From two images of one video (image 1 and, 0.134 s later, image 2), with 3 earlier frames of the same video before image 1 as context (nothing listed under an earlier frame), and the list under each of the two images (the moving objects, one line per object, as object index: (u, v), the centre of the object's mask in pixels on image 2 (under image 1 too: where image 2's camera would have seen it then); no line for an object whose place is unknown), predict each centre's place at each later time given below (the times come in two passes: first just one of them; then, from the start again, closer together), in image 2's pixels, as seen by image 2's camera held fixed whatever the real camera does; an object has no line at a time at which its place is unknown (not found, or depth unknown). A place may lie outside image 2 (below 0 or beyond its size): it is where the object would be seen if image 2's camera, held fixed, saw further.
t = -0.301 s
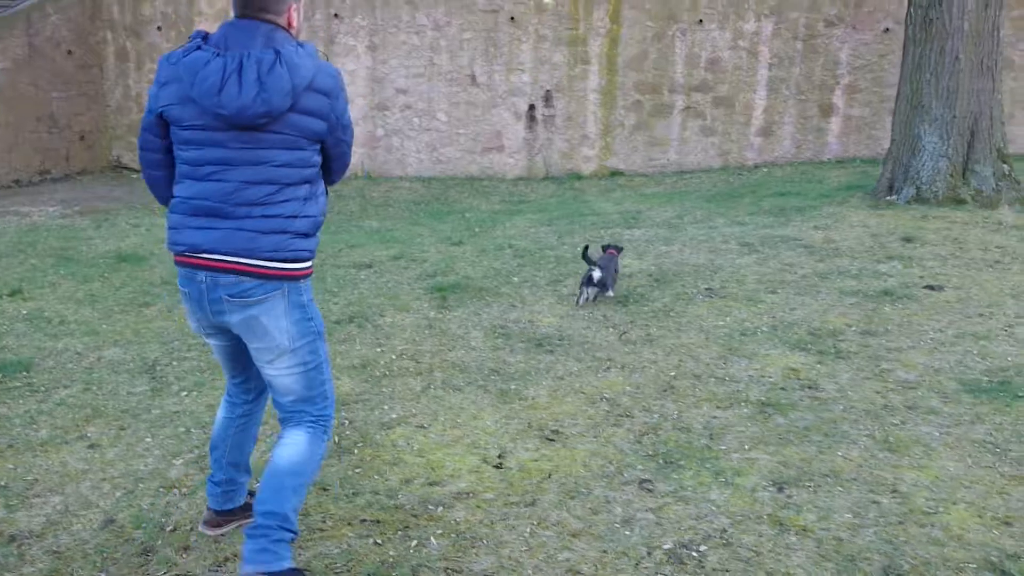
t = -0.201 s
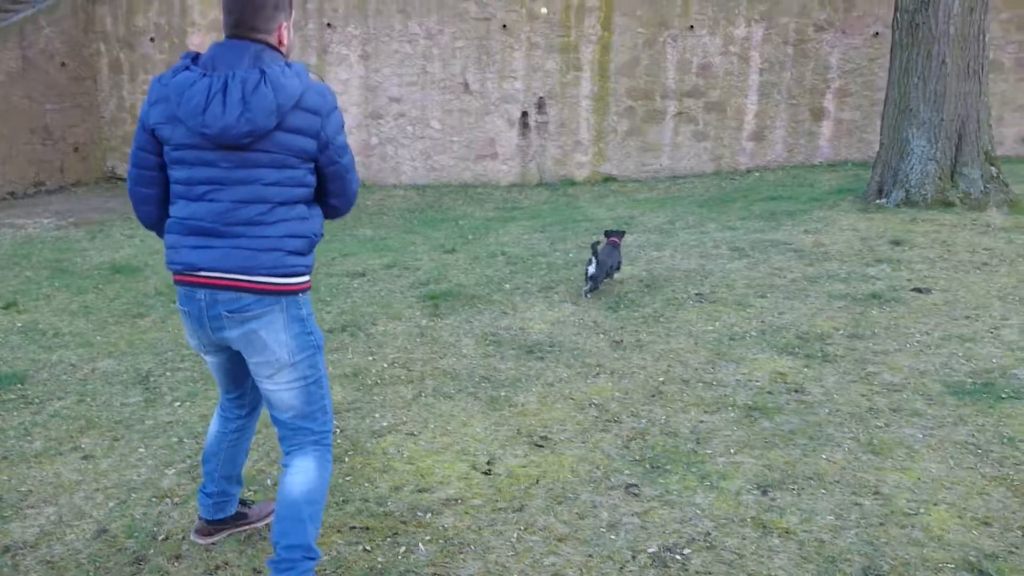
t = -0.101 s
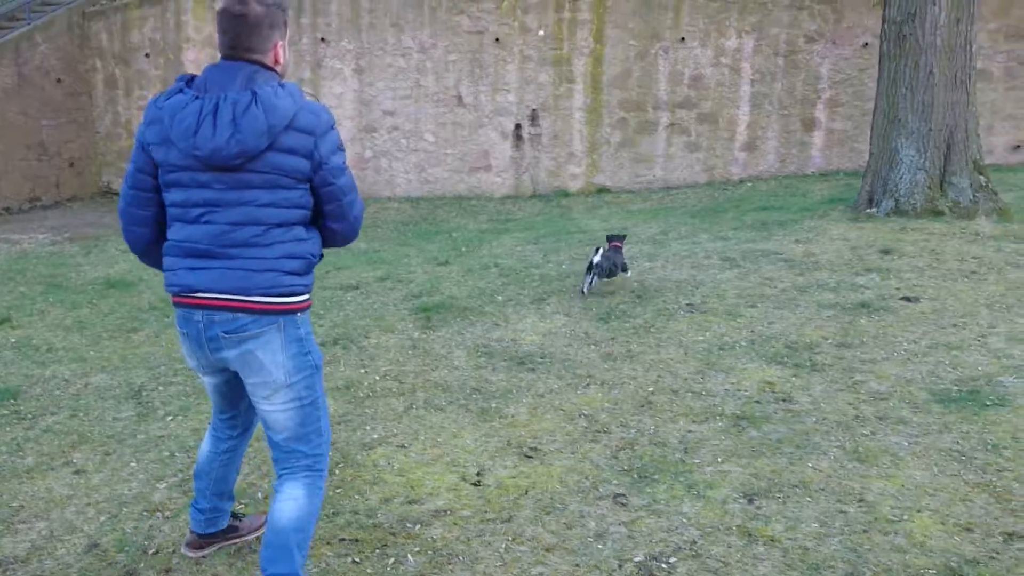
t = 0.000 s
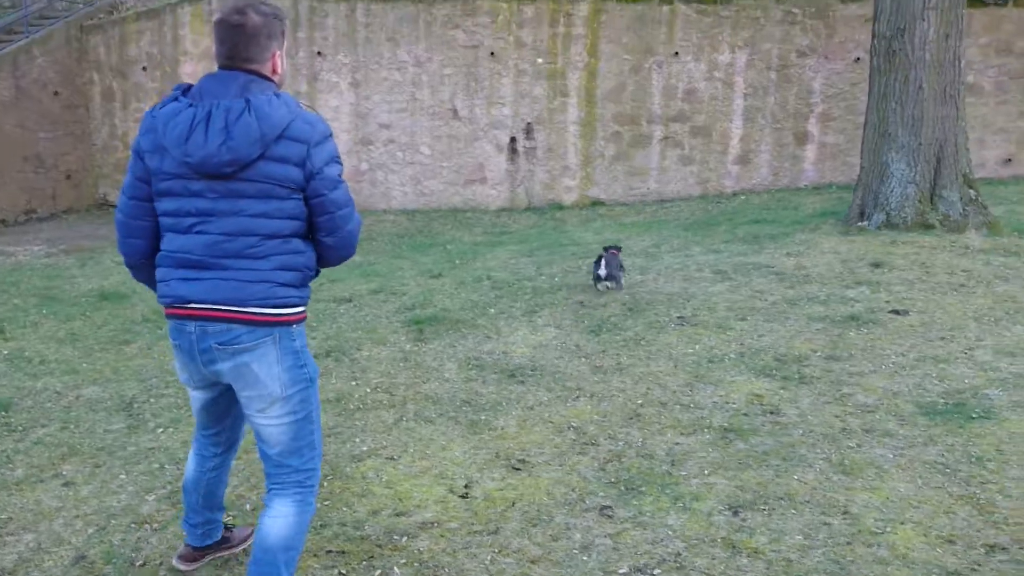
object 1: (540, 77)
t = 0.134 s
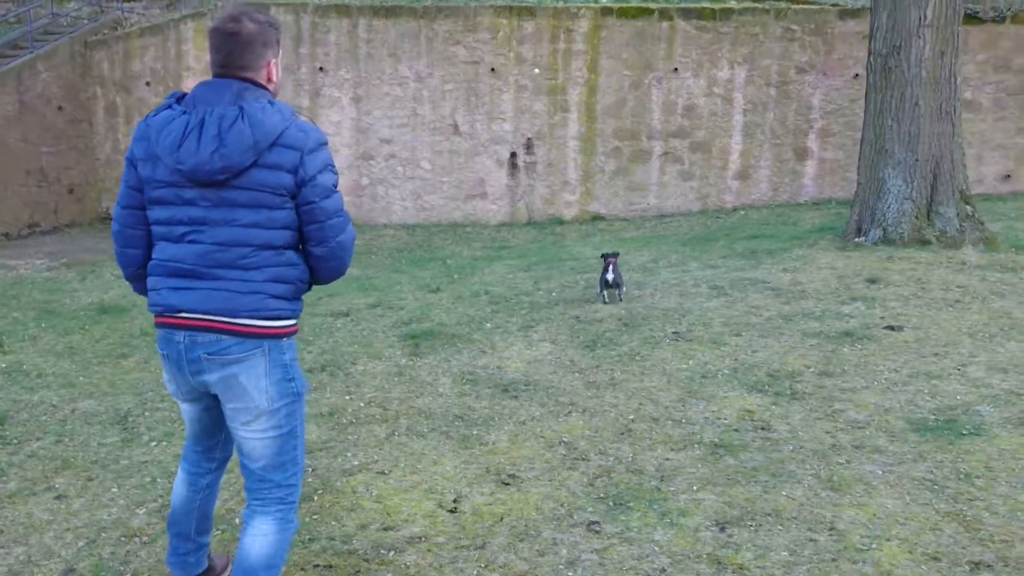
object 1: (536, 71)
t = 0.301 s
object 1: (521, 58)
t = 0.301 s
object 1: (521, 58)
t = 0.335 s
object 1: (517, 58)
